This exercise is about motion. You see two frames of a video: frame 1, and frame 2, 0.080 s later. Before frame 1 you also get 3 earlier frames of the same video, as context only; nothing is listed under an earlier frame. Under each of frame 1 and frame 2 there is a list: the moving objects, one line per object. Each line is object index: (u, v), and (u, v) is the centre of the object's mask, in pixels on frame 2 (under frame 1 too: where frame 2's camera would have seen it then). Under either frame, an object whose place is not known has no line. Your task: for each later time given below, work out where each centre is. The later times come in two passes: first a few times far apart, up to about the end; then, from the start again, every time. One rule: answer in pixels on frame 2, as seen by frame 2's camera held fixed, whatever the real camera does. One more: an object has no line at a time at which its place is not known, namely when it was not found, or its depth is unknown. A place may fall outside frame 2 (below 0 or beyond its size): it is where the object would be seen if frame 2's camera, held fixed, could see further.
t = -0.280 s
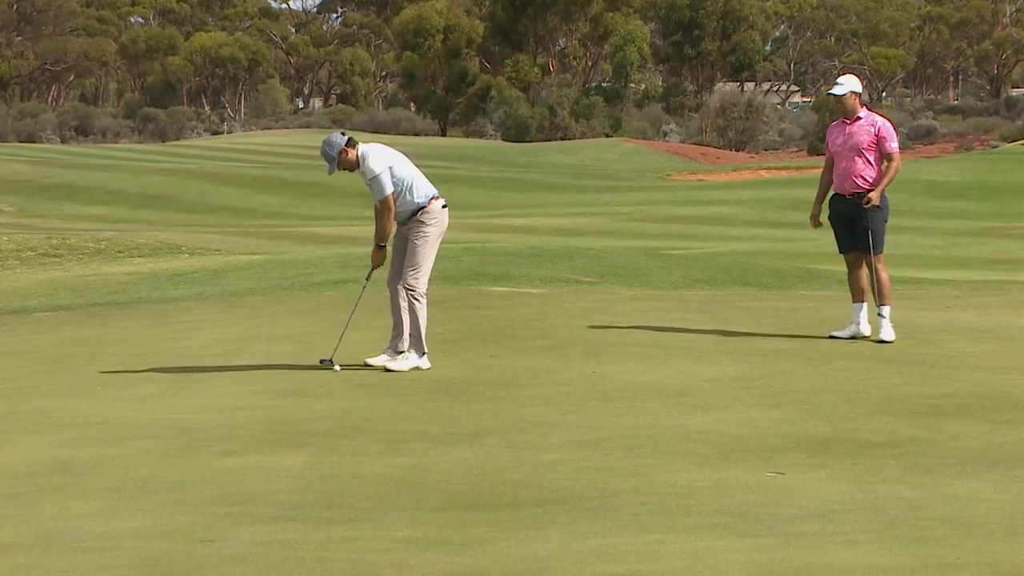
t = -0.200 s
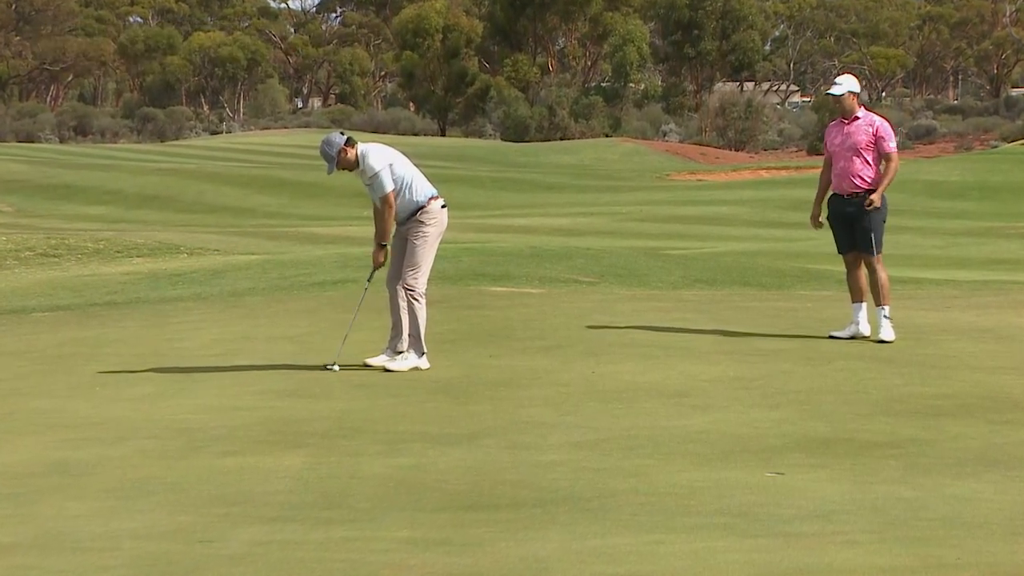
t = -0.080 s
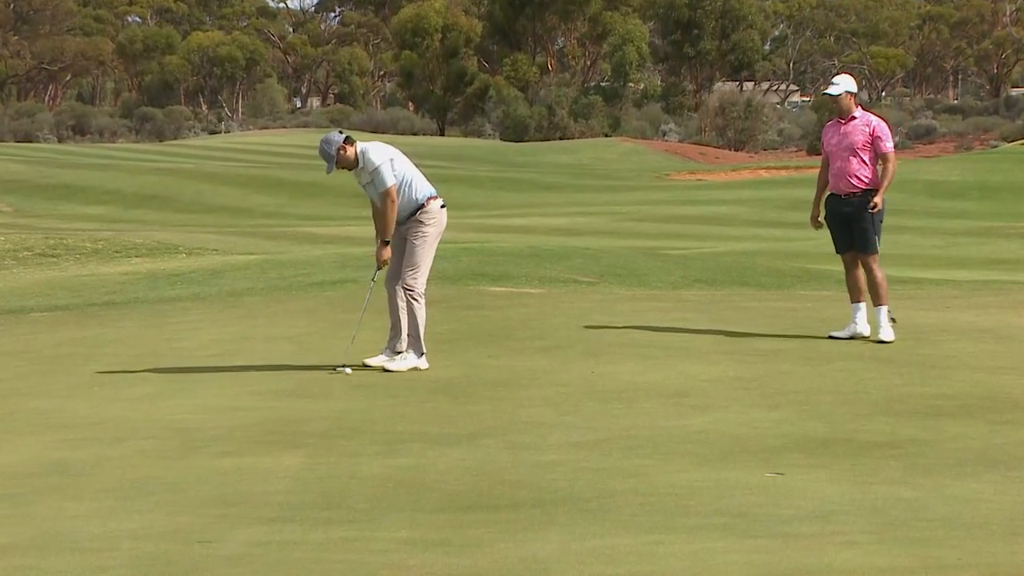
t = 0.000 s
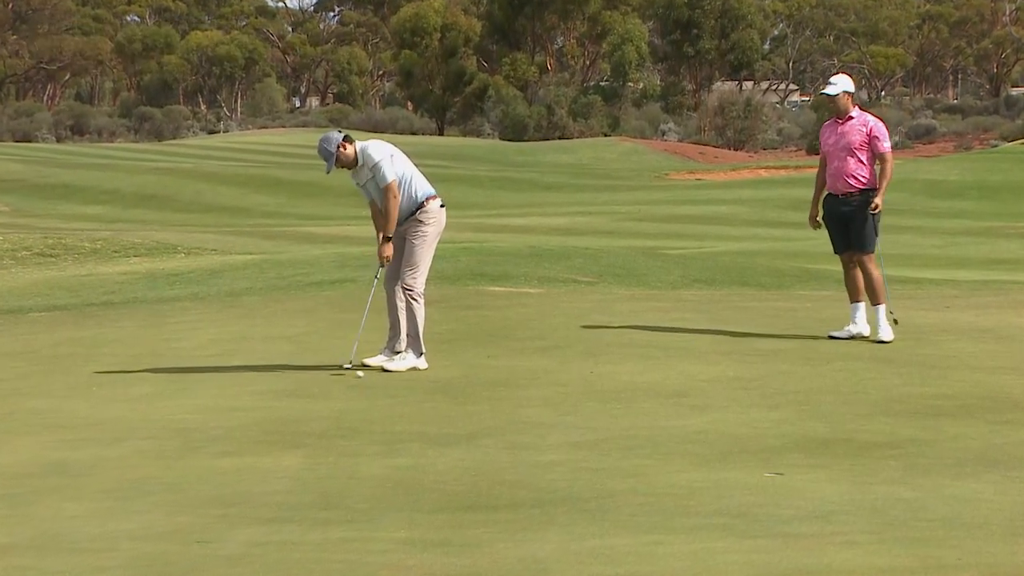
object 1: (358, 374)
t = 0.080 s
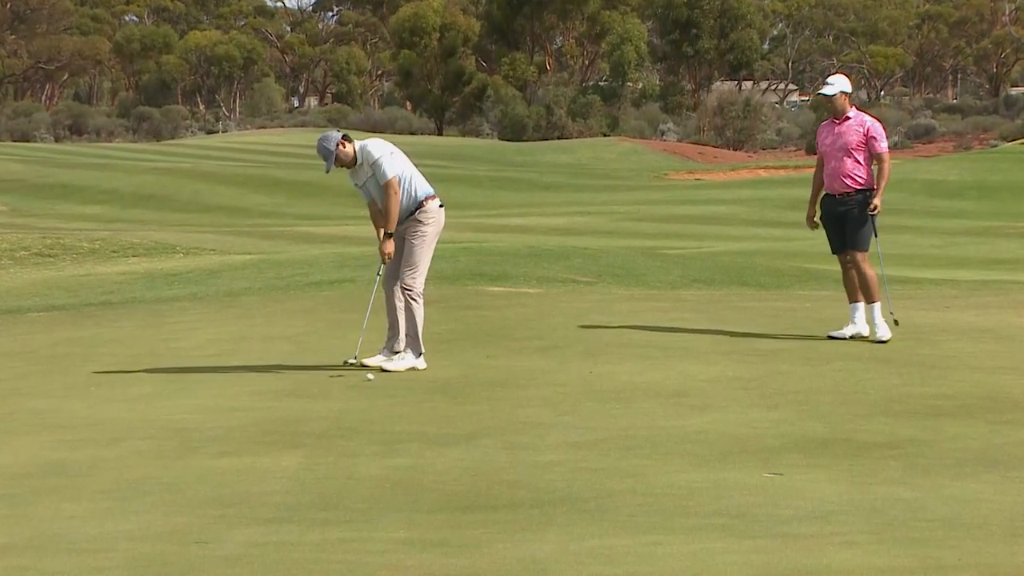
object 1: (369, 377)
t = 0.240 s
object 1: (390, 382)
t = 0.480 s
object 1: (421, 389)
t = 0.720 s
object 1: (450, 397)
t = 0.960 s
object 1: (478, 404)
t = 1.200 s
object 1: (506, 412)
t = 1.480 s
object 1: (539, 419)
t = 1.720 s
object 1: (568, 427)
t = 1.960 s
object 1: (595, 433)
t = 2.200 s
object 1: (623, 440)
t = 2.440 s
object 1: (650, 446)
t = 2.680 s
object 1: (676, 451)
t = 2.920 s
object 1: (701, 455)
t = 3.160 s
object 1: (723, 459)
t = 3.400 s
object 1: (742, 462)
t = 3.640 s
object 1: (758, 464)
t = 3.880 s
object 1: (772, 468)
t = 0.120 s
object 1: (374, 378)
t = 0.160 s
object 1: (379, 380)
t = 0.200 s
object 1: (385, 381)
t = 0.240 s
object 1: (390, 382)
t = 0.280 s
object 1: (396, 383)
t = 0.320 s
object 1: (400, 385)
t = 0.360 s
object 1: (406, 386)
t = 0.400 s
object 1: (411, 387)
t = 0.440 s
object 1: (416, 388)
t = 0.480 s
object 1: (421, 389)
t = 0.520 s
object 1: (426, 391)
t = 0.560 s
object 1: (431, 392)
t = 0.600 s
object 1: (436, 393)
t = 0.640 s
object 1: (441, 394)
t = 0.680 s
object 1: (445, 395)
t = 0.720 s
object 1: (450, 397)
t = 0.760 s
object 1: (455, 398)
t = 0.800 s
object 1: (460, 399)
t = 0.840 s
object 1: (465, 400)
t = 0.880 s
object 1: (469, 401)
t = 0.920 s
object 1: (473, 403)
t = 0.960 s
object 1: (478, 404)
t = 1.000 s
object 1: (483, 405)
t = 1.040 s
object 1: (488, 406)
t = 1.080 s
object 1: (493, 407)
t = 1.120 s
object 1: (497, 409)
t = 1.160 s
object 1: (502, 410)
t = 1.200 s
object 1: (506, 412)
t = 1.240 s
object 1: (511, 413)
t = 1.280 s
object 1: (516, 414)
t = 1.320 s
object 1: (520, 415)
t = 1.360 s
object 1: (525, 416)
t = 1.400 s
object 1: (530, 417)
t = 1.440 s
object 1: (534, 418)
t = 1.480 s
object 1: (539, 419)
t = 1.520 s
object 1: (544, 421)
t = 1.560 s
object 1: (548, 422)
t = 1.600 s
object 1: (554, 423)
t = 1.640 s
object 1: (558, 424)
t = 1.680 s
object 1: (562, 426)
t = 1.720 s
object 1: (568, 427)
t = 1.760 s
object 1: (573, 428)
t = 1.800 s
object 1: (577, 429)
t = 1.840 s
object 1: (582, 430)
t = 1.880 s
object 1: (586, 431)
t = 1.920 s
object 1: (591, 432)
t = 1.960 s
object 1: (595, 433)
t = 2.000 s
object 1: (600, 435)
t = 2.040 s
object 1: (604, 436)
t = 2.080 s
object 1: (609, 437)
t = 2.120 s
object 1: (613, 438)
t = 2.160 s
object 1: (618, 439)
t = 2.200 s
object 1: (623, 440)
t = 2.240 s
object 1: (627, 441)
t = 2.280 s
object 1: (631, 442)
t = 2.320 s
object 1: (636, 443)
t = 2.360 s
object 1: (641, 444)
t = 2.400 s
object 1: (645, 445)
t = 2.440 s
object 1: (650, 446)
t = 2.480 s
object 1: (654, 446)
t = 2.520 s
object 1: (659, 447)
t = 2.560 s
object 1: (663, 448)
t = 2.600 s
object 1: (668, 449)
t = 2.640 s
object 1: (672, 450)
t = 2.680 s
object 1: (676, 451)
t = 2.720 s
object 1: (680, 451)
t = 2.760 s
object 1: (685, 452)
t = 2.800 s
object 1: (689, 453)
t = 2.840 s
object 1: (693, 454)
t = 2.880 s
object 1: (696, 454)
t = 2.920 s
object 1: (701, 455)
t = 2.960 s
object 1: (704, 456)
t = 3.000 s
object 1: (708, 456)
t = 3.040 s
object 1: (712, 457)
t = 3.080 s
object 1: (716, 458)
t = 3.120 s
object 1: (720, 458)
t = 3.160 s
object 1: (723, 459)
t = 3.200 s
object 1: (727, 459)
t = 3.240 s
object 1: (730, 460)
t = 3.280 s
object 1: (733, 460)
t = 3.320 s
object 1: (736, 461)
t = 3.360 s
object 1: (739, 461)
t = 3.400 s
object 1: (742, 462)
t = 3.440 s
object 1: (745, 462)
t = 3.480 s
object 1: (747, 463)
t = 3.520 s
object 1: (750, 463)
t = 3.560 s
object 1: (753, 463)
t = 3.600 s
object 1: (756, 464)
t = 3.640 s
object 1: (758, 464)
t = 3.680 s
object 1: (761, 465)
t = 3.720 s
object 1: (763, 465)
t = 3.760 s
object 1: (766, 466)
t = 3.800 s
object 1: (768, 466)
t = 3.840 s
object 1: (770, 467)
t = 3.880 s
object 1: (772, 468)
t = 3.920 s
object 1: (775, 468)
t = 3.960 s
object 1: (776, 471)
